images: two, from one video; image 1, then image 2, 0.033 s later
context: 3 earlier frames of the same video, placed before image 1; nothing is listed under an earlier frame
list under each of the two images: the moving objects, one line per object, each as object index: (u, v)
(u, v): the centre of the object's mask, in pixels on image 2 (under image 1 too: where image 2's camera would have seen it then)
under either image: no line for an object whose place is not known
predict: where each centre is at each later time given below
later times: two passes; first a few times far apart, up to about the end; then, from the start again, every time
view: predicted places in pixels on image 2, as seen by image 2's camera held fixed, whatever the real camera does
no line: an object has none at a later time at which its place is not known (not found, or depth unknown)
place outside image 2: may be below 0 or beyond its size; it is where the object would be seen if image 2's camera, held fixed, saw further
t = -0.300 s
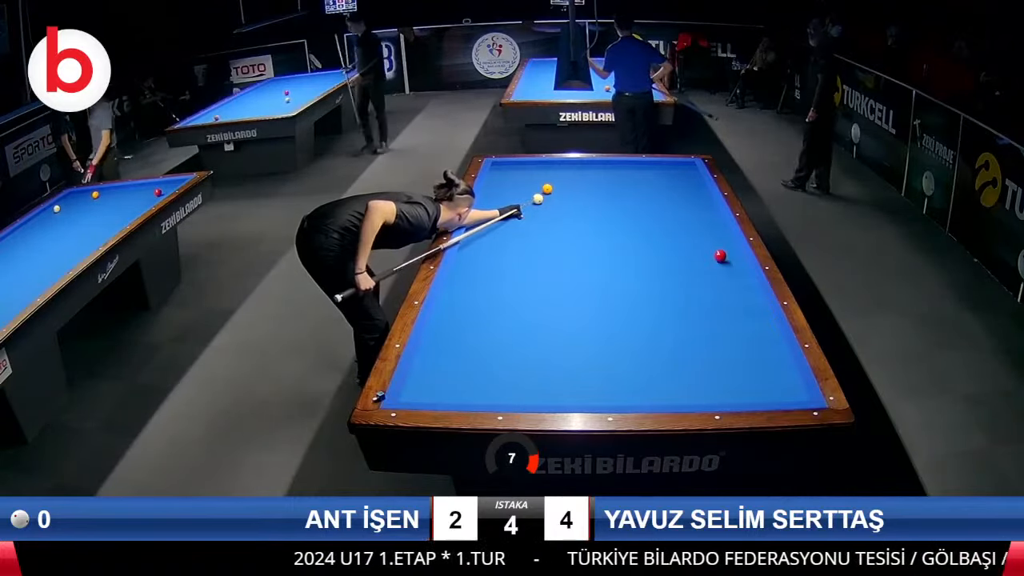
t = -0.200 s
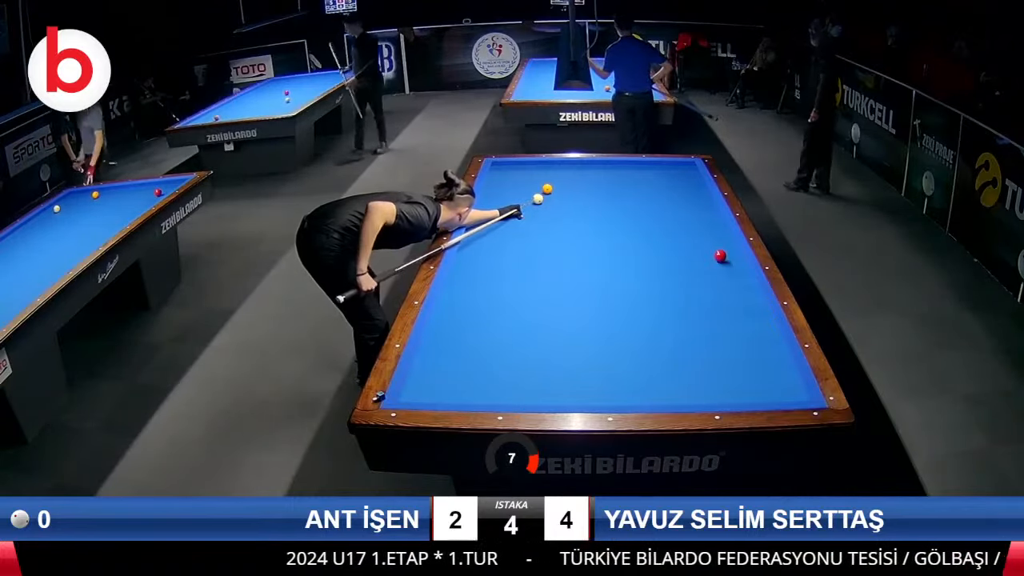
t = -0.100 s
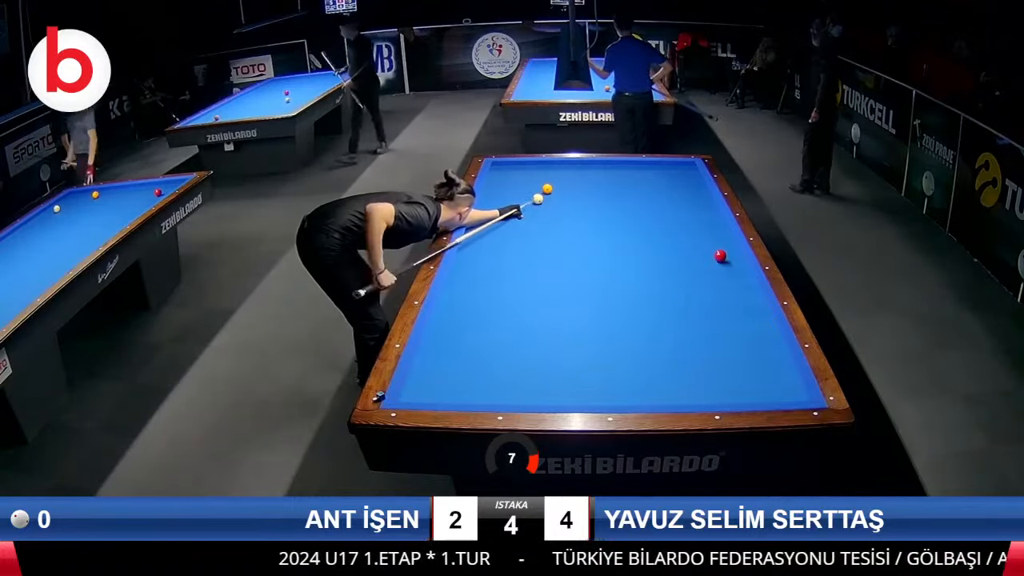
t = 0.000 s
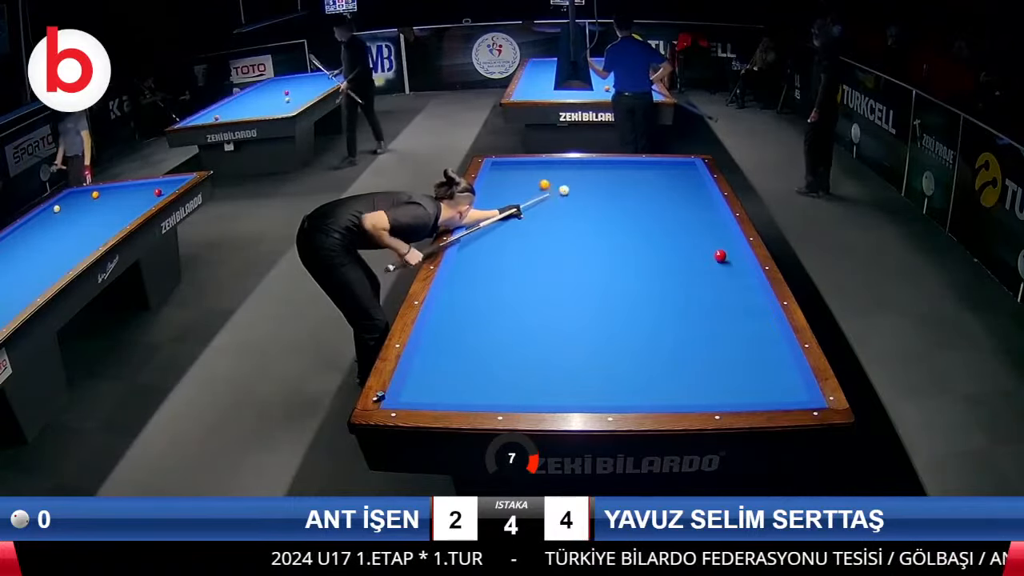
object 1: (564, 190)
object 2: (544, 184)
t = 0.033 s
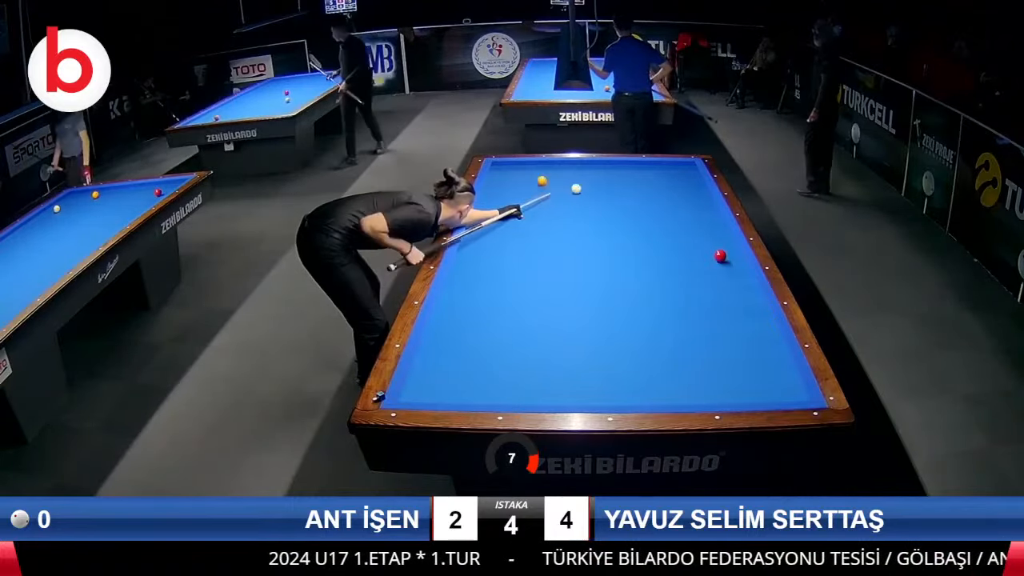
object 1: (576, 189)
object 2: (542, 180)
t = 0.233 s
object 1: (638, 181)
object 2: (529, 162)
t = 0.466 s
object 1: (696, 173)
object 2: (520, 175)
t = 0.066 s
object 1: (587, 187)
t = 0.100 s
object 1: (598, 186)
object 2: (537, 174)
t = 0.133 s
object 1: (609, 185)
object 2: (536, 171)
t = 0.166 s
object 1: (619, 184)
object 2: (533, 168)
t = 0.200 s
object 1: (629, 182)
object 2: (531, 165)
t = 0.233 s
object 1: (638, 181)
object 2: (529, 162)
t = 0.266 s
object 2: (528, 163)
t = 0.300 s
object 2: (526, 165)
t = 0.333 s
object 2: (525, 167)
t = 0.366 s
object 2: (524, 169)
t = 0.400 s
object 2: (523, 171)
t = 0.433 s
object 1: (688, 174)
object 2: (521, 173)
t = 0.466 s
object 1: (696, 173)
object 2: (520, 175)
